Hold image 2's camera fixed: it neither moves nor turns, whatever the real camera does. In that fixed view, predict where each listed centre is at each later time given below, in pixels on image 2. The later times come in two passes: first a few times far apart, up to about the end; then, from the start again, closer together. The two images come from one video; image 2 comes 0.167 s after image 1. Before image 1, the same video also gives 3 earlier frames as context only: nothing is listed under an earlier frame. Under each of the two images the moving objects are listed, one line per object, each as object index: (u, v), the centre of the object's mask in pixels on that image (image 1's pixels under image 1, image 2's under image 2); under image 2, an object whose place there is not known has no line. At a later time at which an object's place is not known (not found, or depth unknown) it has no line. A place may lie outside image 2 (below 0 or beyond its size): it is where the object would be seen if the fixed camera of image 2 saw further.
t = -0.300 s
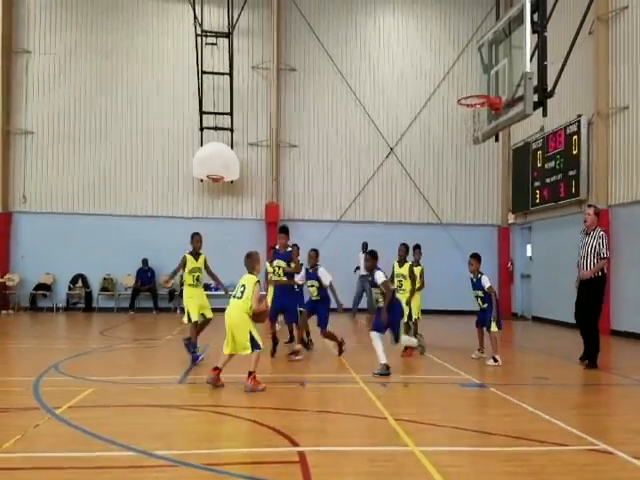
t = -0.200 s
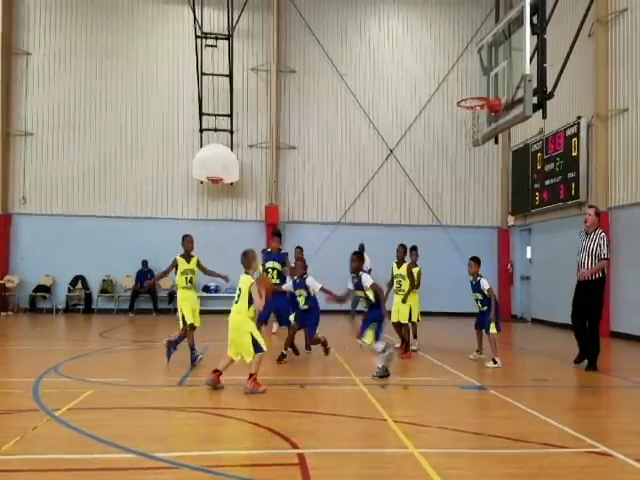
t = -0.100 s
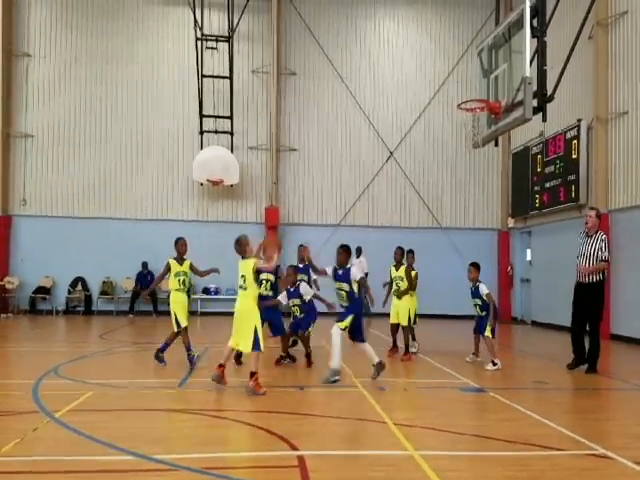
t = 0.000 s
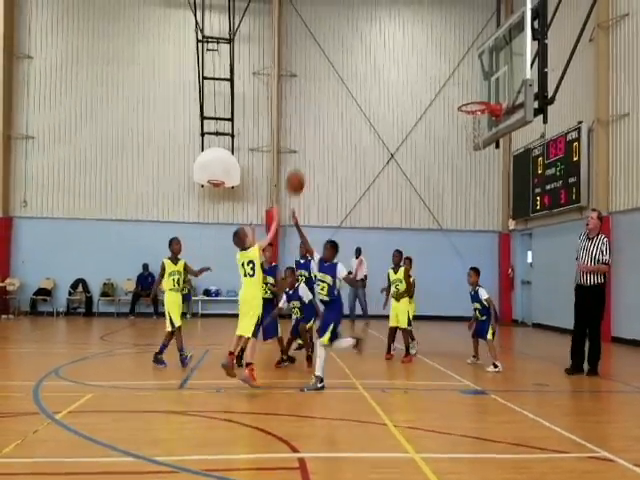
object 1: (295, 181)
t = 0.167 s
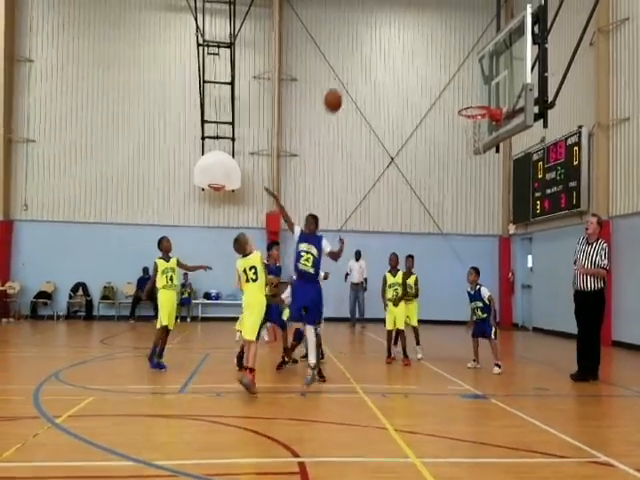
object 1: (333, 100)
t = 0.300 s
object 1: (360, 55)
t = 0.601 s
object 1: (412, 24)
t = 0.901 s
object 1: (456, 75)
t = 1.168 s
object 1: (480, 89)
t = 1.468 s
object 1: (473, 102)
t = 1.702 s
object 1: (461, 129)
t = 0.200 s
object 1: (340, 86)
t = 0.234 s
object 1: (346, 76)
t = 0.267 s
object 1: (353, 64)
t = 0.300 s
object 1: (360, 55)
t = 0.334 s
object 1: (366, 47)
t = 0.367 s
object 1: (372, 41)
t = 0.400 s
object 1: (378, 35)
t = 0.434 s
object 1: (384, 30)
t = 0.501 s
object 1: (396, 24)
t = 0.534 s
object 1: (401, 23)
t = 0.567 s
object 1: (407, 23)
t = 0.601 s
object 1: (412, 24)
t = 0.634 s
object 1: (417, 25)
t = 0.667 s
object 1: (422, 28)
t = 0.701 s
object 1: (428, 32)
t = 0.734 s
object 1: (433, 37)
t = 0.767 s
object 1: (437, 43)
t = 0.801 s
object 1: (442, 49)
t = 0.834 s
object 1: (447, 57)
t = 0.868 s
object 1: (452, 66)
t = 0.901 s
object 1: (456, 75)
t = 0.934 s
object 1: (461, 85)
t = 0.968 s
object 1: (465, 95)
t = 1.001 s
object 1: (468, 95)
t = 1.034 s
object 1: (471, 93)
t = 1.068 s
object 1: (473, 90)
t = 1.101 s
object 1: (476, 89)
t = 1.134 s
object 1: (478, 89)
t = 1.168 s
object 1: (480, 89)
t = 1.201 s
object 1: (482, 90)
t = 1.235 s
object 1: (483, 93)
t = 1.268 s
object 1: (485, 96)
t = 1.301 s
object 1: (486, 98)
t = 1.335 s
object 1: (483, 99)
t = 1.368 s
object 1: (480, 101)
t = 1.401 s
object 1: (478, 102)
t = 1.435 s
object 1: (476, 102)
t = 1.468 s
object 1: (473, 102)
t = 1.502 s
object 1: (472, 102)
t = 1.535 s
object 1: (470, 105)
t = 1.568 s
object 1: (468, 108)
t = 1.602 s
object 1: (466, 113)
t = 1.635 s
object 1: (465, 118)
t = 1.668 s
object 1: (462, 125)
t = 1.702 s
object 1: (461, 129)
